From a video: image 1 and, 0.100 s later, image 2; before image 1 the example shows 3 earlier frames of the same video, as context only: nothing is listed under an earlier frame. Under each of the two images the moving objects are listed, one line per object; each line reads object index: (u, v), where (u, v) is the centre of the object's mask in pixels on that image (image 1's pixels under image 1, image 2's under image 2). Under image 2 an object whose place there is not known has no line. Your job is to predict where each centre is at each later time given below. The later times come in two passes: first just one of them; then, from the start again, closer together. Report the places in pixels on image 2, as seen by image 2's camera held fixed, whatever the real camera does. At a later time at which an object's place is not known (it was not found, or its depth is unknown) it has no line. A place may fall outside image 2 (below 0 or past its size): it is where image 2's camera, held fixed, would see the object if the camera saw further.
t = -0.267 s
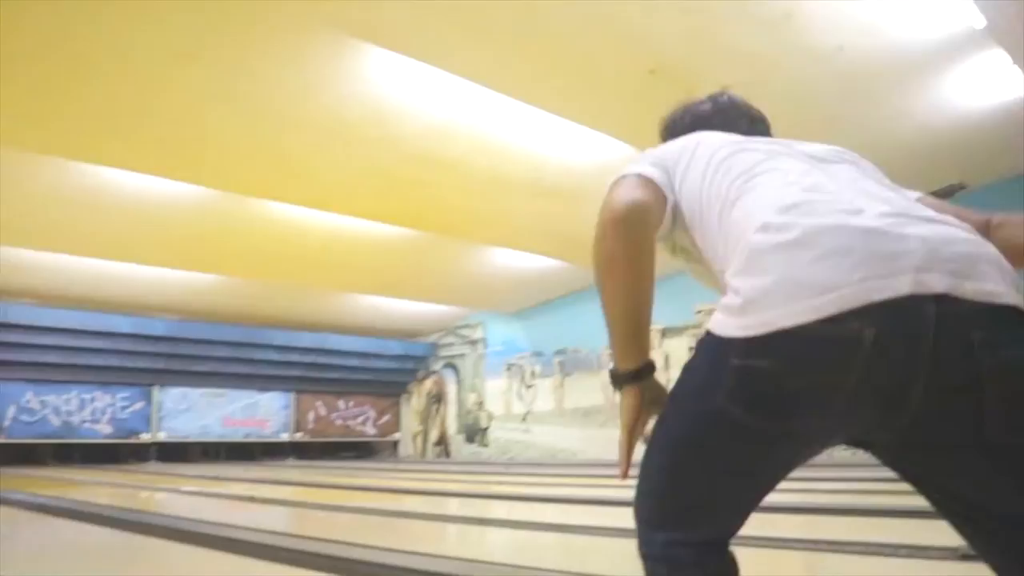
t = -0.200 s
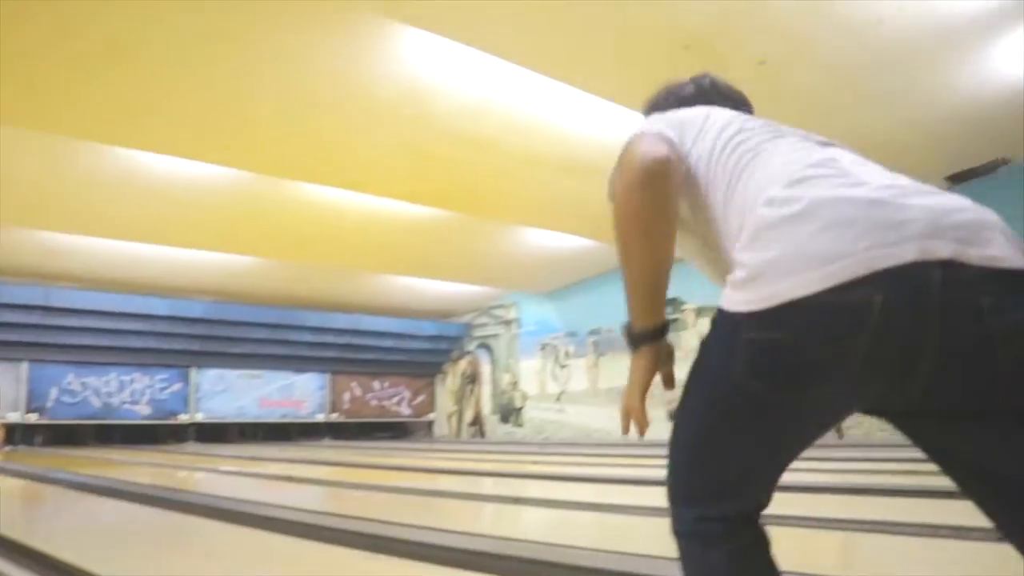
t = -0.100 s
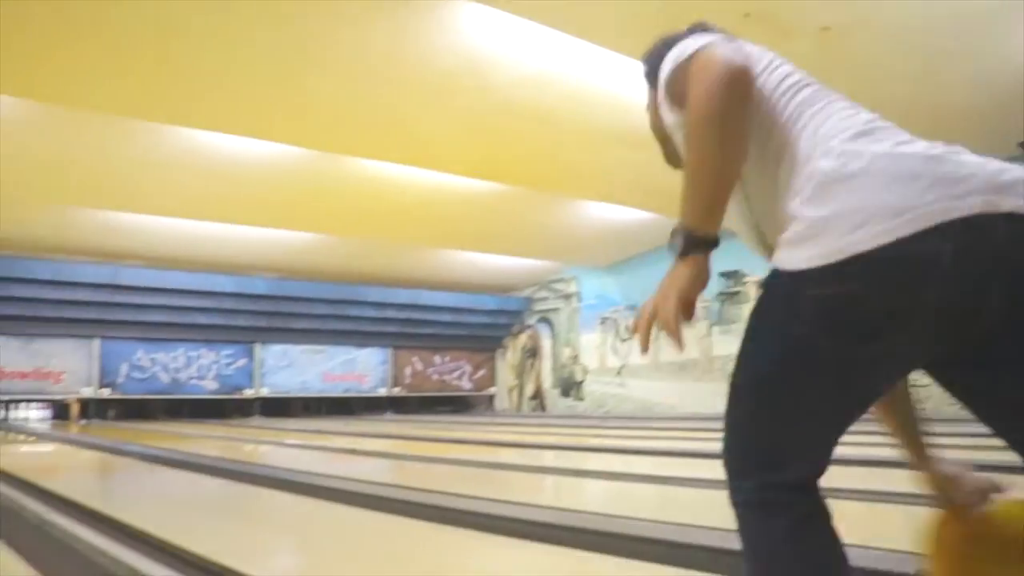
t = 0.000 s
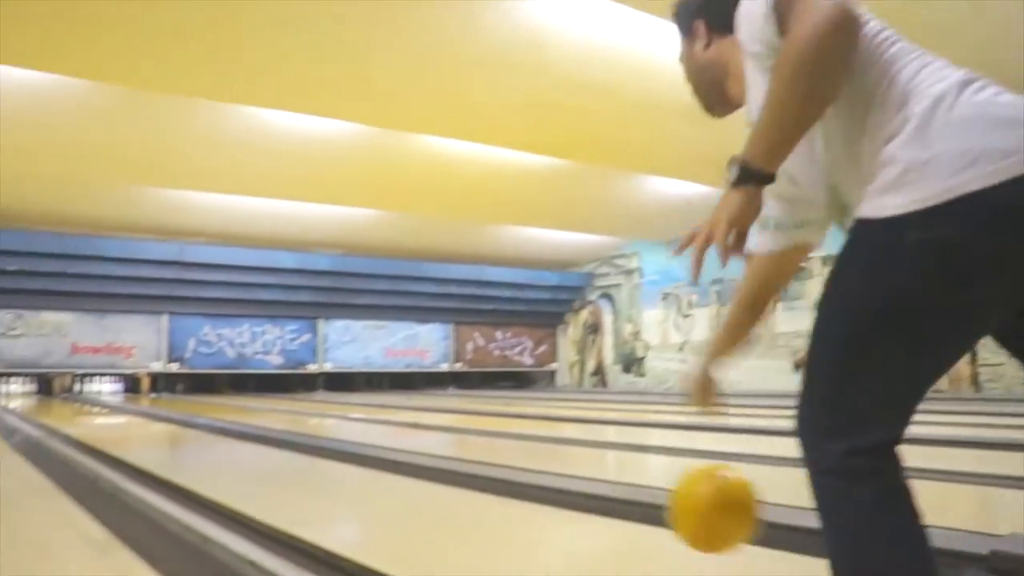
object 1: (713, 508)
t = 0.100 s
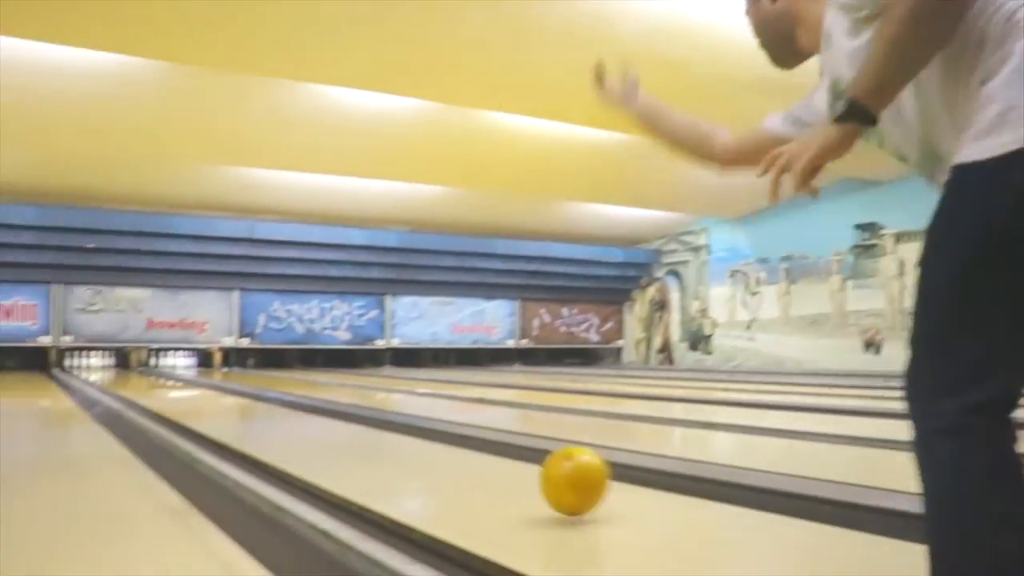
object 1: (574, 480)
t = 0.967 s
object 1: (146, 386)
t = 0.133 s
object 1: (523, 475)
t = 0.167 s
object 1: (481, 465)
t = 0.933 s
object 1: (154, 387)
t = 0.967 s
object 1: (146, 386)
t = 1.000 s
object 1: (140, 385)
